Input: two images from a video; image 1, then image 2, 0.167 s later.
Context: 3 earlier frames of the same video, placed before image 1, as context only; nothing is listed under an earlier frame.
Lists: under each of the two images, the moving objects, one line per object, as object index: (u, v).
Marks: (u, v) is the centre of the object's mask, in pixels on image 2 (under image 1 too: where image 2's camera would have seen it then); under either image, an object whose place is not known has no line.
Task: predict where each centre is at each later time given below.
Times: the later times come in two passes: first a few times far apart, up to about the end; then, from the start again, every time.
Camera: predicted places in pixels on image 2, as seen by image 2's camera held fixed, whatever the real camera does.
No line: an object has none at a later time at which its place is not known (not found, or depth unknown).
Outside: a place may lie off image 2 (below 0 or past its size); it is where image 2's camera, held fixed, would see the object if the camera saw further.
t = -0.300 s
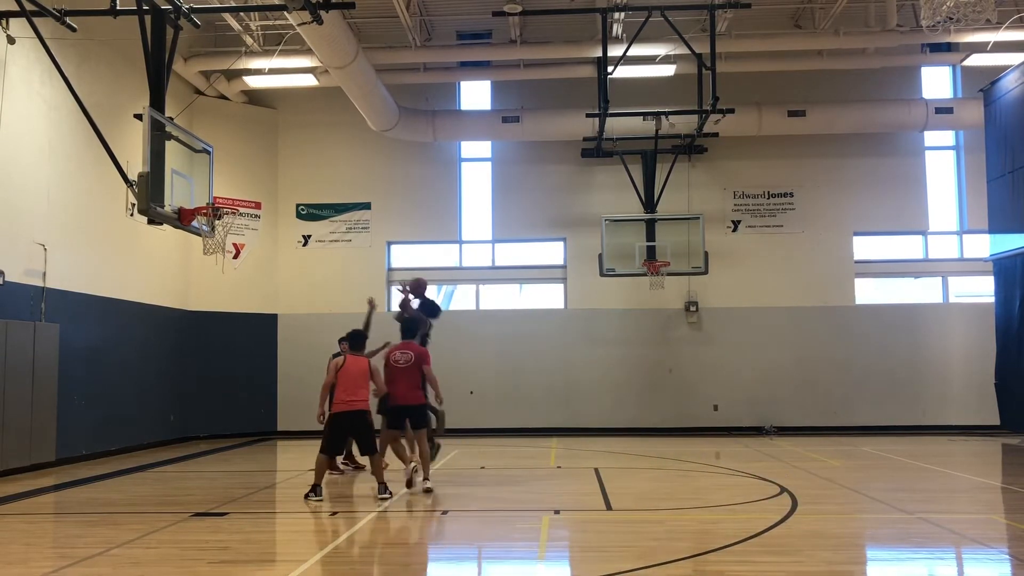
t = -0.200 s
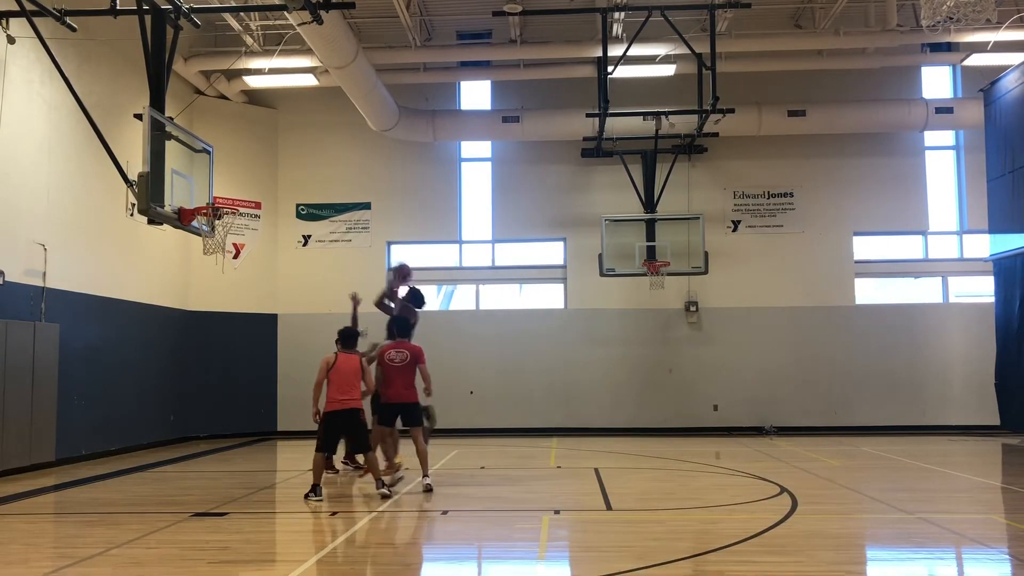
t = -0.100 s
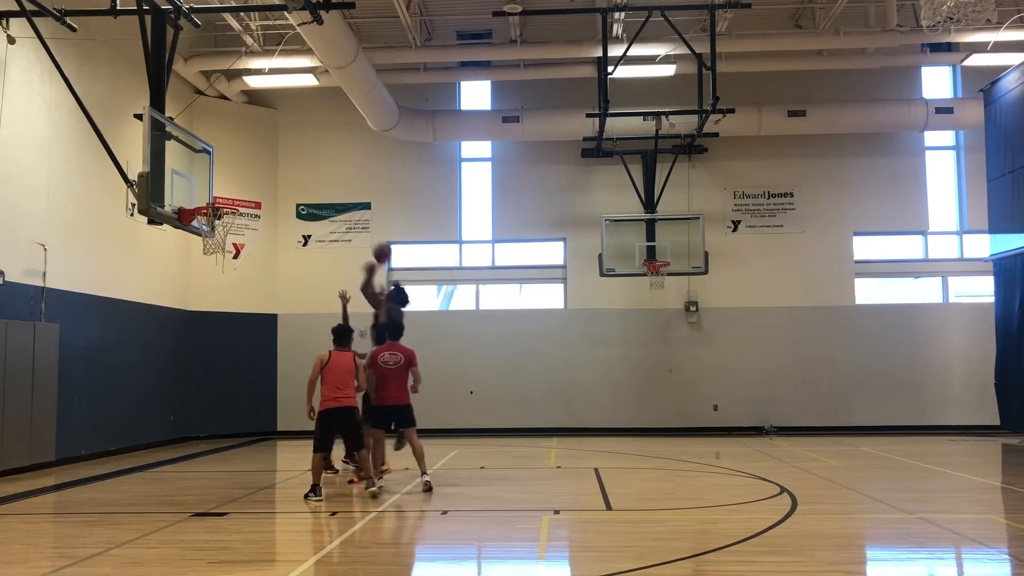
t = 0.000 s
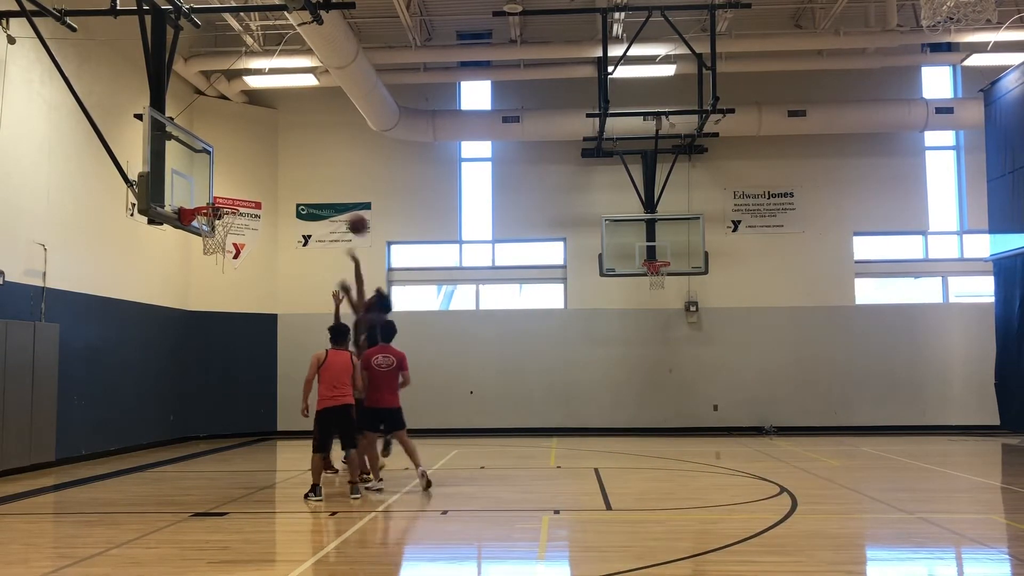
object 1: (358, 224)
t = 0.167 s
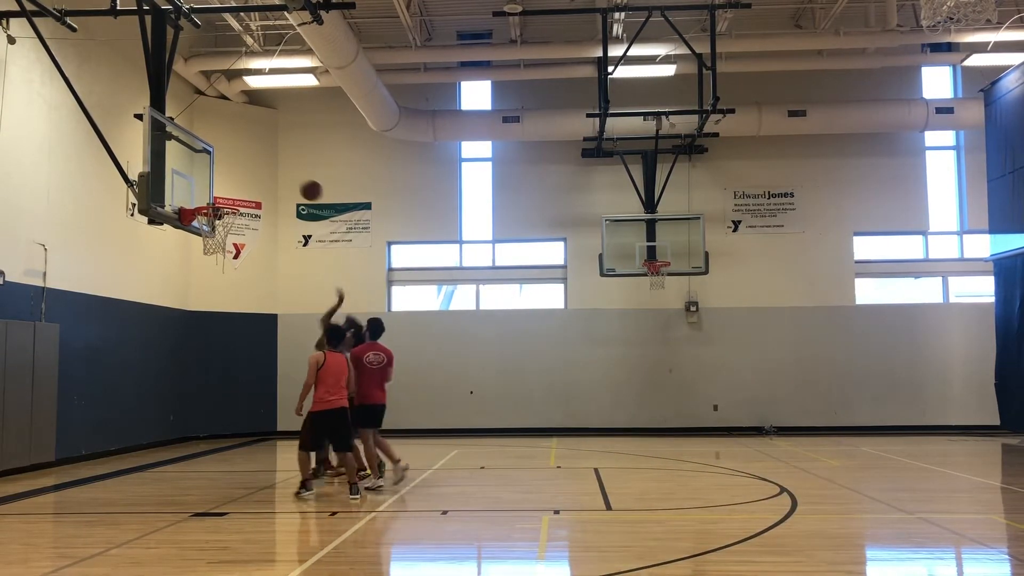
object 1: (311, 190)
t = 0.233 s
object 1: (292, 183)
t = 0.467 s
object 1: (223, 185)
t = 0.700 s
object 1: (194, 181)
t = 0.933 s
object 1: (209, 188)
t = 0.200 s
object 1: (301, 186)
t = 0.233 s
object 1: (292, 183)
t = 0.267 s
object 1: (282, 180)
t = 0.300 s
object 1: (272, 178)
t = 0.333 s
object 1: (262, 178)
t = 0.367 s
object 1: (252, 178)
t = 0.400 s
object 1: (242, 180)
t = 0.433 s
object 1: (232, 182)
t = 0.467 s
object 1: (223, 185)
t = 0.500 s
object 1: (212, 189)
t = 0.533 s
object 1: (201, 194)
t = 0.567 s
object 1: (192, 198)
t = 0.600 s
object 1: (189, 193)
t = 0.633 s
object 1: (189, 188)
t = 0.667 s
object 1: (191, 184)
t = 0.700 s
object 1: (194, 181)
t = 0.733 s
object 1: (196, 180)
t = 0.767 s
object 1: (198, 179)
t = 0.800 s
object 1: (200, 179)
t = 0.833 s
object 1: (202, 180)
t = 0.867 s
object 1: (204, 182)
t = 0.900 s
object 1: (206, 185)
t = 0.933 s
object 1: (209, 188)
